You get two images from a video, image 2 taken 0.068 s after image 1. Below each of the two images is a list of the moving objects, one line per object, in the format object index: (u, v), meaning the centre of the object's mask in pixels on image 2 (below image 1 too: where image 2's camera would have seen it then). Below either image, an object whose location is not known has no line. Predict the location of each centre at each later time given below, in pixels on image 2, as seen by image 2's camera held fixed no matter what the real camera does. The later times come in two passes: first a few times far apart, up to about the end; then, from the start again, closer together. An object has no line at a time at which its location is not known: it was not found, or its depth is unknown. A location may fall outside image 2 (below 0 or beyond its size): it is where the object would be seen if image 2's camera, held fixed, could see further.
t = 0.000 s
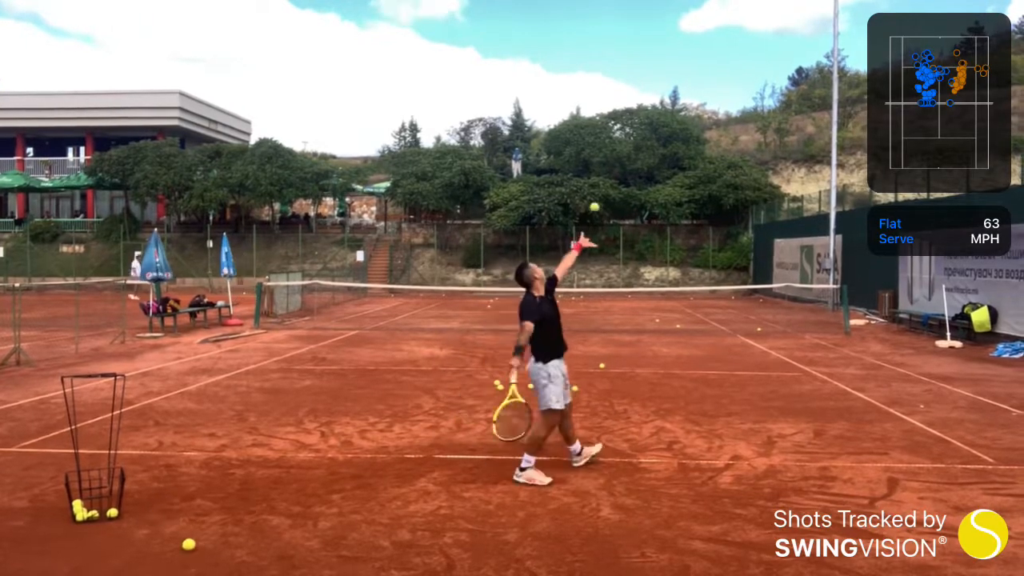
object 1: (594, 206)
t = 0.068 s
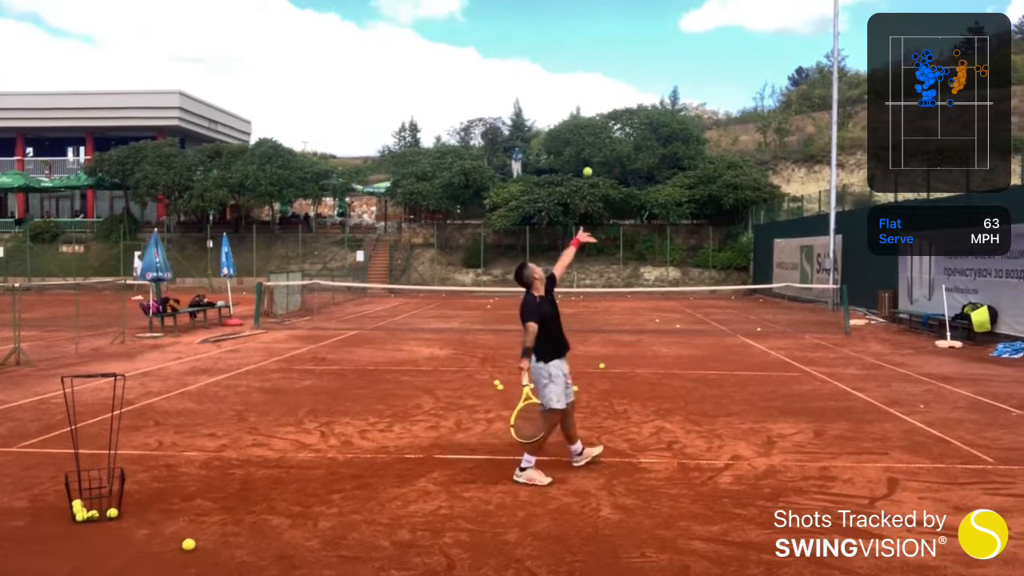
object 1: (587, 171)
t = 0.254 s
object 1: (568, 105)
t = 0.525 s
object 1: (545, 81)
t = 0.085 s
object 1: (585, 163)
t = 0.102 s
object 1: (584, 156)
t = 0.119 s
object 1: (582, 149)
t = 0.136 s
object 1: (581, 142)
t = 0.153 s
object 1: (579, 135)
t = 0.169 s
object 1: (577, 129)
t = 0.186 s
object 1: (575, 123)
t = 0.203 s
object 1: (573, 118)
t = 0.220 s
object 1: (573, 112)
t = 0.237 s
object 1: (570, 109)
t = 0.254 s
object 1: (568, 105)
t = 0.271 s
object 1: (567, 101)
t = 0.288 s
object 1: (565, 97)
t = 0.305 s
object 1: (564, 94)
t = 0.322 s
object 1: (562, 91)
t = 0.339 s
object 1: (561, 88)
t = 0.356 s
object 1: (559, 86)
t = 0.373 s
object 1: (557, 84)
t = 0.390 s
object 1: (556, 82)
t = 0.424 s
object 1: (554, 81)
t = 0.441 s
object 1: (553, 80)
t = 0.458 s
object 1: (551, 80)
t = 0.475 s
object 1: (549, 80)
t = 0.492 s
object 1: (548, 80)
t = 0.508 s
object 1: (546, 80)
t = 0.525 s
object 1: (545, 81)
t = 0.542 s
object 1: (543, 82)
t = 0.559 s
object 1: (542, 83)
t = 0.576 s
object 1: (540, 85)
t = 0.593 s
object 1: (539, 87)
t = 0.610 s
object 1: (537, 89)
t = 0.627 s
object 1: (536, 92)
